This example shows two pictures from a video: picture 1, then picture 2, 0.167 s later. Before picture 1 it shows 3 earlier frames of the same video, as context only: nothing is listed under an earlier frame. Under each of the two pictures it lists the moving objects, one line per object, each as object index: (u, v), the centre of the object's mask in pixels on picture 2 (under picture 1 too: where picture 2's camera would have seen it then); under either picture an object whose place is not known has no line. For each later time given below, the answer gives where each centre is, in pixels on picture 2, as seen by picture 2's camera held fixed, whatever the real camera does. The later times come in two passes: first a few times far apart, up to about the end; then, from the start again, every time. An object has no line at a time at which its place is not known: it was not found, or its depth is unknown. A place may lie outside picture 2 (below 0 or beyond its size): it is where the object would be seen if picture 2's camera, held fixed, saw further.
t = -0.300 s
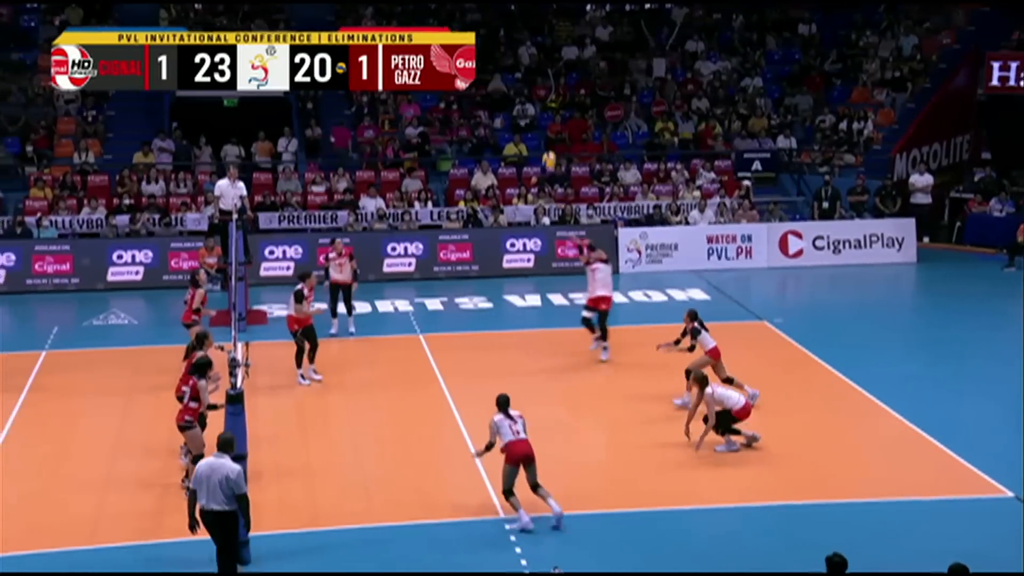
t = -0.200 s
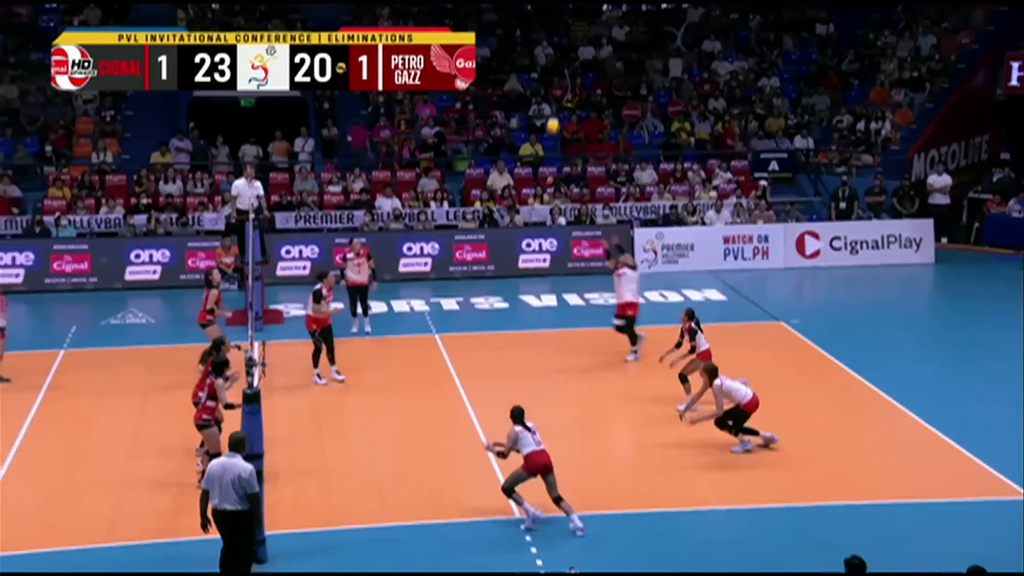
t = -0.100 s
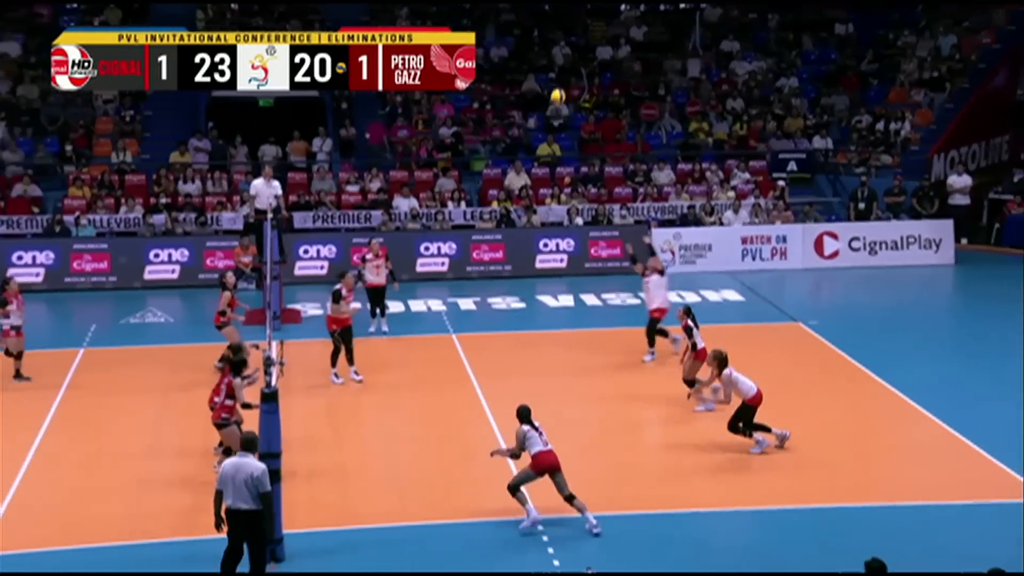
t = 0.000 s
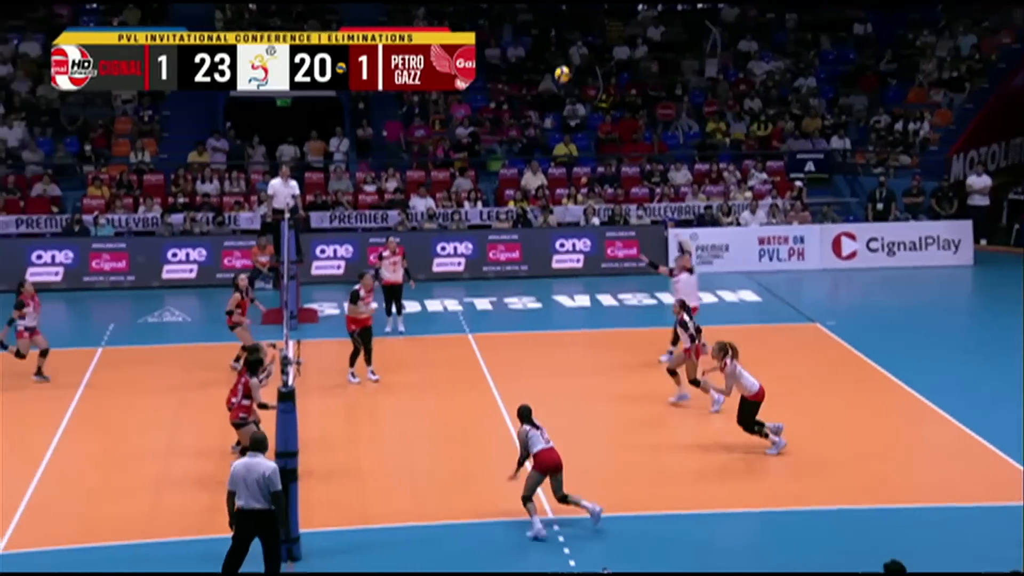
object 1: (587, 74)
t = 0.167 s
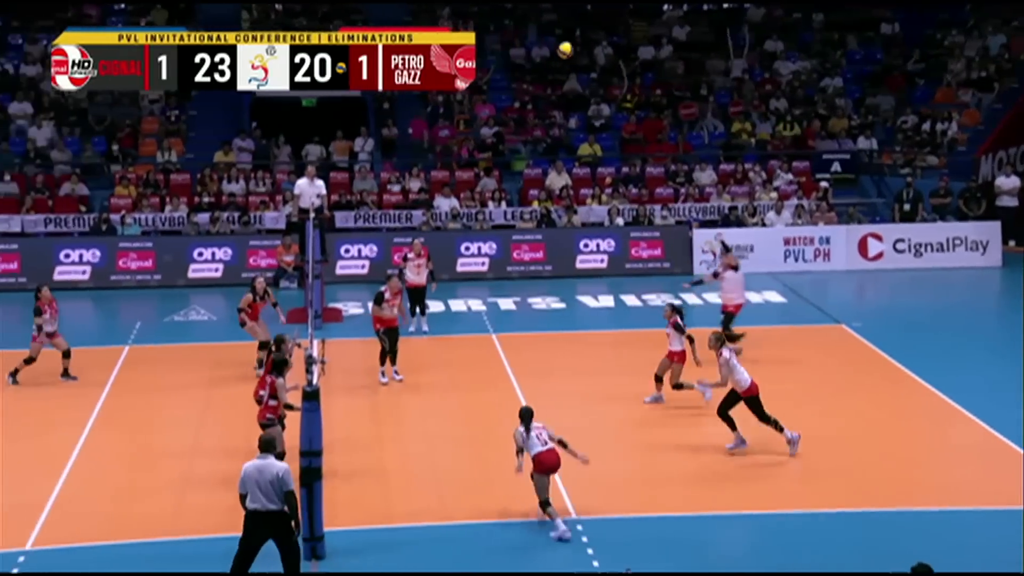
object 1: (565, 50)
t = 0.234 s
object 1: (556, 46)
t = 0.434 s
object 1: (527, 53)
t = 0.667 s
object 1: (494, 102)
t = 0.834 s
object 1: (469, 161)
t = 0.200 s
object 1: (561, 48)
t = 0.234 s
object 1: (556, 46)
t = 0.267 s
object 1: (551, 45)
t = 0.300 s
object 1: (547, 45)
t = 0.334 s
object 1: (542, 46)
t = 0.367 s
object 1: (537, 47)
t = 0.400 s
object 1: (532, 50)
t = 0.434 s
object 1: (527, 53)
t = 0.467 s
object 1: (522, 58)
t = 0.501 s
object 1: (518, 63)
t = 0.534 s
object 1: (513, 69)
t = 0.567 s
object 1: (509, 75)
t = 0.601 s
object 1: (503, 83)
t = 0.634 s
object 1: (499, 92)
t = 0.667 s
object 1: (494, 102)
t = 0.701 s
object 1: (489, 112)
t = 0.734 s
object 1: (484, 122)
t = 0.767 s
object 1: (479, 135)
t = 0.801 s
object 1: (474, 147)
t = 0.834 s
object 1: (469, 161)
